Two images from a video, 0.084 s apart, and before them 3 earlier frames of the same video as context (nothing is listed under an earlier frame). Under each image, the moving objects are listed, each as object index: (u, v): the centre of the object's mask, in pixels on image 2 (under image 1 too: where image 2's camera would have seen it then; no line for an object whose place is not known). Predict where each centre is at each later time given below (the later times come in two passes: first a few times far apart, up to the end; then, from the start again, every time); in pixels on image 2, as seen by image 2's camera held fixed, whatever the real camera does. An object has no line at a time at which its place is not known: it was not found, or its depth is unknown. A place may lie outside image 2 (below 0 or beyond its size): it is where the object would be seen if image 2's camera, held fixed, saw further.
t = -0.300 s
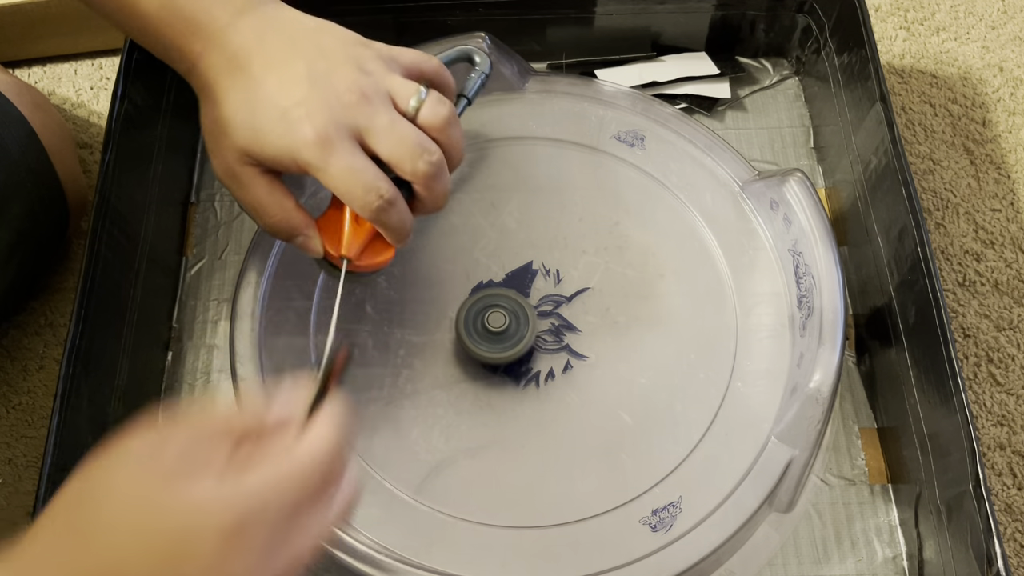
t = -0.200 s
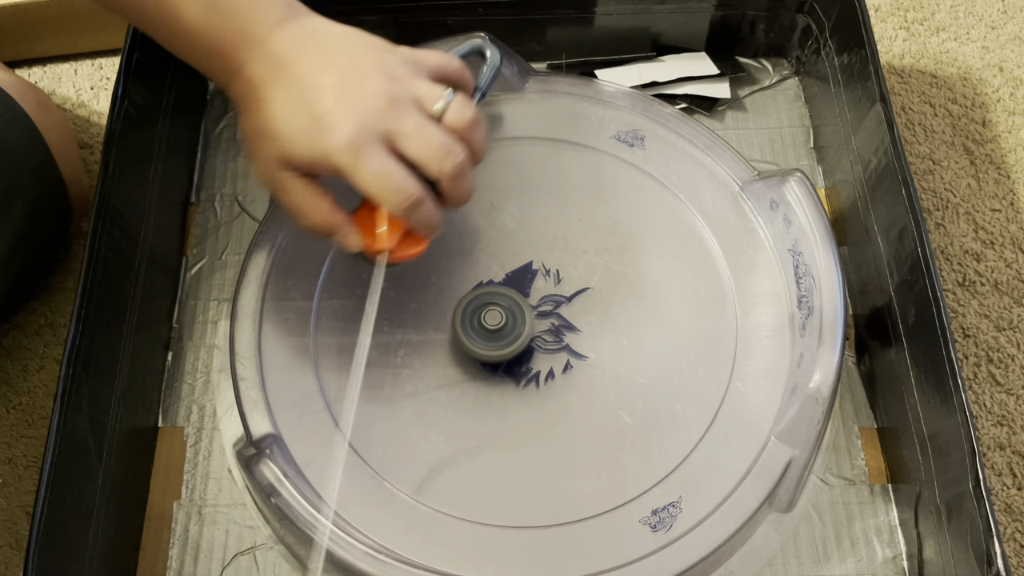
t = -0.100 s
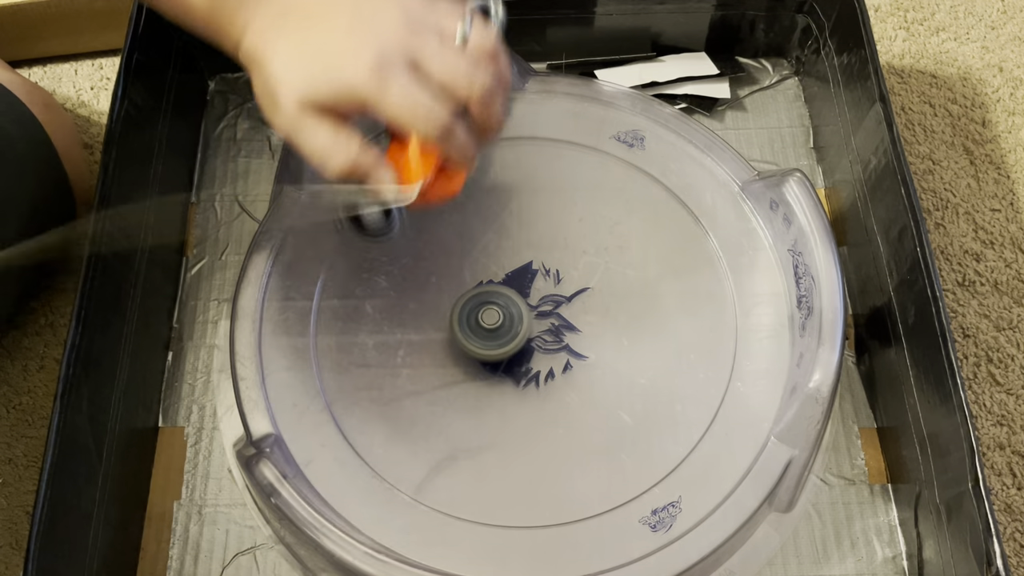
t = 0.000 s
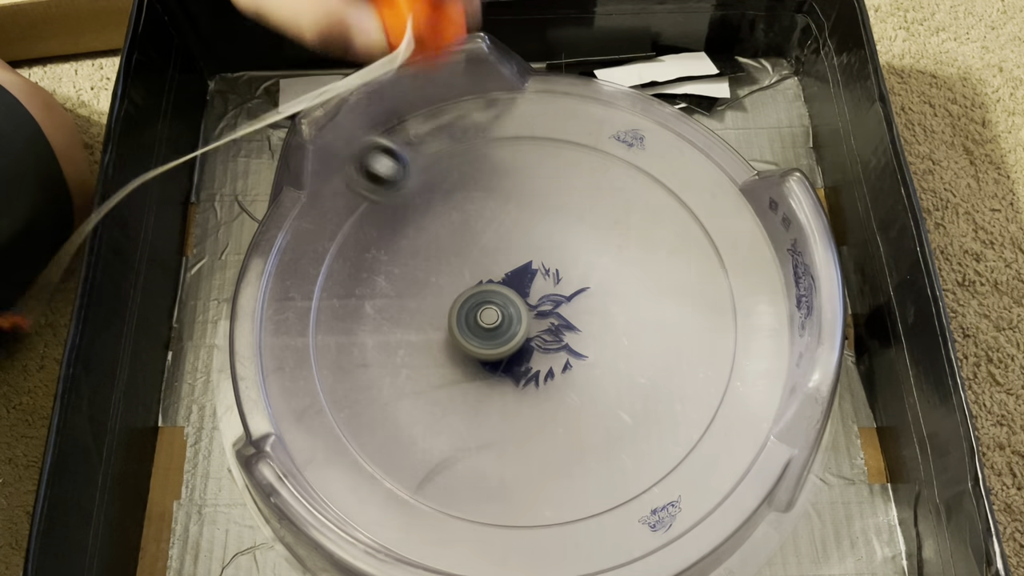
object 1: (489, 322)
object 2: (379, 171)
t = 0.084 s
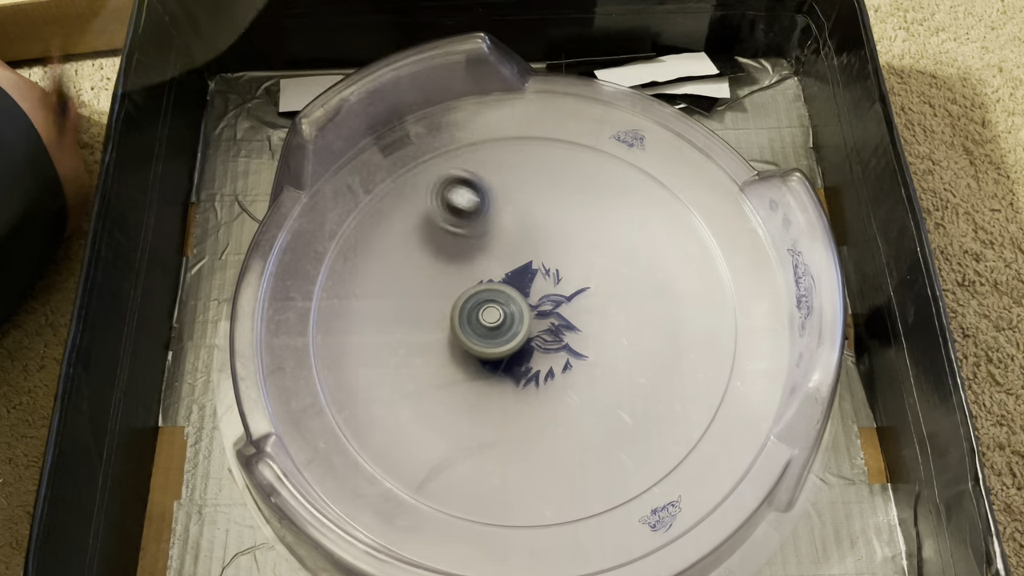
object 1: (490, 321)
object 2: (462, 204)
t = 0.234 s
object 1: (494, 319)
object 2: (573, 208)
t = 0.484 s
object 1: (496, 311)
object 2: (571, 99)
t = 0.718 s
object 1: (496, 304)
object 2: (531, 141)
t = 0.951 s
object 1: (498, 301)
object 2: (630, 177)
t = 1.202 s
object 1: (505, 296)
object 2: (653, 187)
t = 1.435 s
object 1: (504, 292)
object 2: (638, 201)
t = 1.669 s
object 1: (496, 301)
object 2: (603, 294)
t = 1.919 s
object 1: (508, 323)
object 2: (701, 280)
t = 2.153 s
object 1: (511, 315)
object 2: (625, 265)
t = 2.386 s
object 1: (368, 408)
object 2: (630, 230)
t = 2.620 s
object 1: (478, 467)
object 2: (615, 368)
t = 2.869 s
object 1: (601, 387)
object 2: (691, 313)
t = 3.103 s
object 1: (546, 299)
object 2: (545, 229)
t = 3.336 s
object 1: (488, 268)
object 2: (390, 340)
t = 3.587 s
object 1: (430, 283)
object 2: (667, 392)
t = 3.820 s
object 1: (445, 316)
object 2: (572, 156)
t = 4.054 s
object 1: (480, 306)
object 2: (341, 305)
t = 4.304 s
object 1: (496, 282)
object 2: (591, 489)
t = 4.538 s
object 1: (495, 269)
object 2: (697, 245)
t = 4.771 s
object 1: (503, 270)
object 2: (441, 167)
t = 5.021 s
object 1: (517, 271)
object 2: (372, 426)
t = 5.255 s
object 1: (530, 275)
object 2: (665, 421)
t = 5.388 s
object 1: (539, 277)
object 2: (687, 260)
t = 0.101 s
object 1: (490, 321)
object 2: (475, 209)
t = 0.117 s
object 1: (491, 321)
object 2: (490, 215)
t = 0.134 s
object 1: (491, 320)
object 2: (505, 214)
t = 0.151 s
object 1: (492, 320)
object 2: (517, 217)
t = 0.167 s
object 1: (492, 320)
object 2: (531, 217)
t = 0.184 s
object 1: (493, 319)
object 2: (542, 216)
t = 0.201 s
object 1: (493, 319)
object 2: (554, 216)
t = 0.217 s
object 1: (494, 319)
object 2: (563, 212)
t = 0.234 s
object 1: (494, 319)
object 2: (573, 208)
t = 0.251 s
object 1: (494, 319)
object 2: (582, 202)
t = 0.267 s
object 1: (494, 318)
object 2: (590, 193)
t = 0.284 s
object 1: (494, 317)
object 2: (596, 184)
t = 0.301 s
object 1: (495, 317)
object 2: (601, 173)
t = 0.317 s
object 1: (495, 316)
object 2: (604, 165)
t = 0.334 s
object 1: (495, 316)
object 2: (609, 151)
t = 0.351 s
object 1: (495, 315)
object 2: (606, 139)
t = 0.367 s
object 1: (496, 314)
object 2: (600, 133)
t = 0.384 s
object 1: (495, 314)
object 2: (593, 128)
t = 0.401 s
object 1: (496, 313)
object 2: (587, 126)
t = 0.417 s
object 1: (496, 313)
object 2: (581, 126)
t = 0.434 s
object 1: (496, 312)
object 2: (579, 122)
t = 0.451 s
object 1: (496, 312)
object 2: (575, 113)
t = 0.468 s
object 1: (496, 311)
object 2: (573, 106)
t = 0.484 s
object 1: (496, 311)
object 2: (571, 99)
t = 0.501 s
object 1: (496, 310)
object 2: (571, 91)
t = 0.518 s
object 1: (496, 309)
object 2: (567, 83)
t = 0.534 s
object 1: (496, 308)
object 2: (561, 80)
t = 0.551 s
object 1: (496, 308)
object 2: (555, 79)
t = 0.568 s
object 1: (496, 308)
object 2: (550, 82)
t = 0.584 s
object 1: (496, 307)
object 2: (541, 86)
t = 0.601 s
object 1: (496, 307)
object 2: (534, 89)
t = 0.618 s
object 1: (496, 306)
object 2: (530, 95)
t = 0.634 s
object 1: (496, 306)
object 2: (526, 103)
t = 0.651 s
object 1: (496, 305)
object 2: (526, 109)
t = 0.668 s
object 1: (496, 305)
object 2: (526, 117)
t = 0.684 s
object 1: (496, 305)
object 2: (527, 125)
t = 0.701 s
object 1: (496, 304)
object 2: (529, 132)
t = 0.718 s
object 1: (496, 304)
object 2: (531, 141)
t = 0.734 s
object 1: (497, 304)
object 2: (535, 146)
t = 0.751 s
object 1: (497, 304)
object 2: (540, 152)
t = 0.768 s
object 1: (497, 303)
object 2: (544, 157)
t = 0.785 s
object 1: (497, 303)
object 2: (550, 162)
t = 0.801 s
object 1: (497, 303)
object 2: (557, 167)
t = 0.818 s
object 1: (497, 303)
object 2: (564, 171)
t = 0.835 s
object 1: (497, 302)
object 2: (573, 174)
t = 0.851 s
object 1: (497, 302)
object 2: (581, 176)
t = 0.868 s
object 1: (497, 302)
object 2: (589, 178)
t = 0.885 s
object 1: (497, 302)
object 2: (598, 179)
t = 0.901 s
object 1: (497, 302)
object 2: (606, 180)
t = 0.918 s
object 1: (498, 301)
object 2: (614, 180)
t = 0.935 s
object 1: (498, 301)
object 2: (622, 179)
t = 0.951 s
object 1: (498, 301)
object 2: (630, 177)
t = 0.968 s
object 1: (499, 301)
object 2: (638, 174)
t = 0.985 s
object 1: (499, 301)
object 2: (646, 170)
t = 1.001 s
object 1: (500, 301)
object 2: (648, 169)
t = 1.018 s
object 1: (500, 301)
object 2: (645, 172)
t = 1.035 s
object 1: (501, 301)
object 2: (641, 178)
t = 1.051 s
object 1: (501, 300)
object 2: (639, 182)
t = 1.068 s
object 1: (502, 300)
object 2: (638, 184)
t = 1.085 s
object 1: (502, 300)
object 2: (638, 186)
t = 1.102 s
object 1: (503, 300)
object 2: (638, 188)
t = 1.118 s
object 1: (503, 299)
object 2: (639, 189)
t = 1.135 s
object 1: (504, 299)
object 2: (641, 190)
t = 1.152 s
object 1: (504, 298)
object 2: (643, 190)
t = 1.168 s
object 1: (505, 297)
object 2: (646, 190)
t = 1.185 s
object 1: (505, 297)
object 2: (649, 189)
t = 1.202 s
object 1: (505, 296)
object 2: (653, 187)
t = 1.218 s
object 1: (505, 296)
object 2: (657, 185)
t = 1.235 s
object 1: (506, 295)
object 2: (662, 183)
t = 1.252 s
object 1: (506, 295)
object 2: (663, 181)
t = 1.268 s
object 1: (506, 294)
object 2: (657, 183)
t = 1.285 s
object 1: (505, 294)
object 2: (649, 187)
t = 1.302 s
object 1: (505, 293)
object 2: (646, 189)
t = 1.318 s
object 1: (505, 293)
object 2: (643, 191)
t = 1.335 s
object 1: (504, 292)
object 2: (640, 192)
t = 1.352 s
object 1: (504, 292)
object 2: (639, 194)
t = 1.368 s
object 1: (504, 292)
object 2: (638, 195)
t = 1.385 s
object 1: (504, 292)
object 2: (638, 197)
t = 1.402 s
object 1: (504, 292)
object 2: (638, 198)
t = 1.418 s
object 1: (504, 292)
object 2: (638, 199)
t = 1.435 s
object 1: (504, 292)
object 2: (638, 201)
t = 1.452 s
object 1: (504, 292)
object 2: (637, 203)
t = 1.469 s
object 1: (504, 293)
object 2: (635, 204)
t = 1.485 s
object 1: (504, 293)
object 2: (633, 207)
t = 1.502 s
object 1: (504, 293)
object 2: (628, 210)
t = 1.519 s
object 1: (504, 294)
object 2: (623, 212)
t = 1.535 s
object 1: (504, 294)
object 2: (616, 216)
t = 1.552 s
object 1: (505, 295)
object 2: (608, 222)
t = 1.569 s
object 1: (505, 295)
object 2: (601, 229)
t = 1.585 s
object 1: (506, 296)
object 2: (595, 237)
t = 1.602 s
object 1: (506, 296)
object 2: (589, 249)
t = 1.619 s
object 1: (507, 296)
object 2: (584, 261)
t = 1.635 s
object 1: (507, 297)
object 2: (583, 272)
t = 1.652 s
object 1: (501, 299)
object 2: (592, 283)
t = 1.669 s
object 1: (496, 301)
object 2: (603, 294)
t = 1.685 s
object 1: (493, 303)
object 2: (614, 304)
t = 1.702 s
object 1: (491, 305)
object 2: (626, 311)
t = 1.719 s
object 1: (490, 307)
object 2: (638, 319)
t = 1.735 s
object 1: (490, 309)
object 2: (653, 326)
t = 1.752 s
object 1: (491, 311)
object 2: (665, 329)
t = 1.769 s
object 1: (492, 313)
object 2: (679, 332)
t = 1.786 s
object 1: (493, 314)
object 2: (693, 333)
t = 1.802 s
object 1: (495, 316)
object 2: (707, 333)
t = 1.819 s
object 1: (497, 317)
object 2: (721, 331)
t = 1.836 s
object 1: (498, 318)
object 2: (731, 325)
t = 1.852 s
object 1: (500, 319)
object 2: (726, 312)
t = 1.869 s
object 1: (502, 320)
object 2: (720, 301)
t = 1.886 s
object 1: (504, 321)
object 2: (715, 293)
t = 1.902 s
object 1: (506, 322)
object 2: (707, 286)
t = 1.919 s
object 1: (508, 323)
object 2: (701, 280)
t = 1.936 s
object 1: (510, 323)
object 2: (697, 274)
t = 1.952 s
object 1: (513, 323)
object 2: (693, 270)
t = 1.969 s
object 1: (515, 323)
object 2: (689, 266)
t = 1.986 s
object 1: (518, 323)
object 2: (685, 263)
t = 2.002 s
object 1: (521, 322)
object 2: (681, 261)
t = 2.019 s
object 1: (523, 321)
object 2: (676, 260)
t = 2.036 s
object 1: (525, 319)
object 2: (669, 258)
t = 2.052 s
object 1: (527, 318)
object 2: (662, 257)
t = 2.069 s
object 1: (528, 316)
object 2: (653, 257)
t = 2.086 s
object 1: (530, 314)
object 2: (642, 258)
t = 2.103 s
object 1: (531, 313)
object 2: (631, 260)
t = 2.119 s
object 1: (532, 311)
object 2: (618, 264)
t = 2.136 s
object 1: (532, 310)
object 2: (607, 269)
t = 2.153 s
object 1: (511, 315)
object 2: (625, 265)
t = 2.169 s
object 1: (485, 321)
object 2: (650, 258)
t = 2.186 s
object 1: (460, 327)
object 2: (672, 249)
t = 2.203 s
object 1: (432, 333)
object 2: (690, 242)
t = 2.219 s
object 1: (410, 338)
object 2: (703, 235)
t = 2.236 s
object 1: (393, 344)
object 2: (705, 228)
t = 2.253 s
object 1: (381, 349)
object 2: (695, 223)
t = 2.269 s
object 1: (371, 354)
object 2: (684, 219)
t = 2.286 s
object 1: (363, 362)
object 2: (674, 218)
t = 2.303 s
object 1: (359, 369)
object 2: (663, 219)
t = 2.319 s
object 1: (358, 376)
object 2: (656, 220)
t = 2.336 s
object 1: (359, 384)
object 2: (649, 222)
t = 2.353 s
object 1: (361, 392)
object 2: (642, 224)
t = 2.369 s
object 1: (364, 400)
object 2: (635, 227)
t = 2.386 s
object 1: (368, 408)
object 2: (630, 230)
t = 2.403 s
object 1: (373, 416)
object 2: (623, 235)
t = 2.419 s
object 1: (379, 423)
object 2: (617, 240)
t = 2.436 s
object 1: (386, 430)
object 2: (610, 248)
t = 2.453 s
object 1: (393, 437)
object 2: (605, 256)
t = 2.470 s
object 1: (400, 443)
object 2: (601, 265)
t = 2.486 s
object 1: (408, 448)
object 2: (597, 277)
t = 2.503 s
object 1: (416, 453)
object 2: (593, 289)
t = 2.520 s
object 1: (425, 457)
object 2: (592, 300)
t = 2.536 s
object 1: (434, 460)
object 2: (592, 313)
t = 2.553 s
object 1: (443, 463)
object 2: (593, 324)
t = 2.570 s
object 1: (451, 465)
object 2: (596, 335)
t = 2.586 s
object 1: (460, 467)
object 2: (602, 348)
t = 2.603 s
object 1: (469, 467)
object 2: (609, 359)
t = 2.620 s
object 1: (478, 467)
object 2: (615, 368)
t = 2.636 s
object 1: (490, 466)
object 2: (625, 378)
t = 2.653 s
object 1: (500, 465)
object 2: (635, 385)
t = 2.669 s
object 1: (511, 463)
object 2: (645, 390)
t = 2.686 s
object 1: (521, 460)
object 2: (656, 395)
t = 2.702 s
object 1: (532, 457)
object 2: (669, 397)
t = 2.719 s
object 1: (542, 454)
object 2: (682, 398)
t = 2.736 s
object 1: (552, 449)
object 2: (696, 398)
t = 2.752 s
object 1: (562, 443)
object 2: (710, 396)
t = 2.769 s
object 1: (570, 437)
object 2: (712, 382)
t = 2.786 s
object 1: (578, 429)
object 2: (711, 367)
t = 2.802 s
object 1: (584, 421)
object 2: (708, 353)
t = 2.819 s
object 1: (590, 412)
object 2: (704, 341)
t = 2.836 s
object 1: (594, 403)
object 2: (701, 330)
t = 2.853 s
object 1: (598, 396)
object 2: (697, 321)
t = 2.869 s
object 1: (601, 387)
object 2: (691, 313)
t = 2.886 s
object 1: (603, 378)
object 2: (684, 307)
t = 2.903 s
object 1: (605, 369)
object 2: (677, 300)
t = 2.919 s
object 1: (604, 359)
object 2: (666, 293)
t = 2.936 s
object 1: (603, 350)
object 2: (653, 287)
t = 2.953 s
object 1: (599, 344)
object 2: (647, 274)
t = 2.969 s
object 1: (591, 337)
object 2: (642, 261)
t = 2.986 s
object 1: (583, 333)
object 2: (638, 249)
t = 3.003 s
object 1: (575, 330)
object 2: (630, 240)
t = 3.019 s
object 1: (571, 324)
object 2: (619, 233)
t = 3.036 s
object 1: (565, 318)
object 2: (606, 228)
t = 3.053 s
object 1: (559, 313)
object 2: (592, 224)
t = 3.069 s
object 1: (555, 308)
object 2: (577, 224)
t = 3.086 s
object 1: (551, 303)
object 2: (562, 226)
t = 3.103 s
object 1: (546, 299)
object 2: (545, 229)
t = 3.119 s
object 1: (543, 296)
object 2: (529, 226)
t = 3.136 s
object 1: (540, 296)
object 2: (513, 221)
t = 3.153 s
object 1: (537, 294)
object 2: (498, 217)
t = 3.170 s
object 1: (533, 291)
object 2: (482, 216)
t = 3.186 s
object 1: (528, 289)
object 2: (469, 219)
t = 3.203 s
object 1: (523, 286)
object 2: (456, 222)
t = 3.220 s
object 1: (519, 283)
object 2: (443, 229)
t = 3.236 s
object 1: (514, 279)
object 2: (429, 239)
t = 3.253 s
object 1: (510, 276)
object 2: (417, 251)
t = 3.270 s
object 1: (505, 274)
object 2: (407, 265)
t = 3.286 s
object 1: (501, 271)
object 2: (398, 282)
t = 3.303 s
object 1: (497, 270)
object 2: (392, 300)
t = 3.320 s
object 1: (493, 268)
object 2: (389, 319)
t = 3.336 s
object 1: (488, 268)
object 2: (390, 340)
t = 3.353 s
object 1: (483, 267)
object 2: (395, 358)
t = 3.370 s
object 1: (477, 267)
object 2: (402, 376)
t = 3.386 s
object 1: (472, 267)
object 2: (412, 392)
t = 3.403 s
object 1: (467, 266)
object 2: (426, 409)
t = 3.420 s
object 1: (462, 265)
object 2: (445, 425)
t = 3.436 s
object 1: (458, 265)
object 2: (466, 437)
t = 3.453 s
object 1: (454, 266)
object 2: (489, 446)
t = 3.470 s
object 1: (450, 268)
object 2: (513, 452)
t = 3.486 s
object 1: (447, 269)
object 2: (539, 454)
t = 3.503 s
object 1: (443, 271)
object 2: (565, 451)
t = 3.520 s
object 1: (440, 272)
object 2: (591, 445)
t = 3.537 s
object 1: (436, 275)
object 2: (612, 437)
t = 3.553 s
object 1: (434, 277)
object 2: (633, 424)
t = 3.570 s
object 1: (432, 280)
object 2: (652, 408)
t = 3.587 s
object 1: (430, 283)
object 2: (667, 392)
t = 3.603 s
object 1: (428, 286)
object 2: (680, 372)
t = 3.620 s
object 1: (427, 289)
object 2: (689, 352)
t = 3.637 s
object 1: (426, 292)
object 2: (696, 330)
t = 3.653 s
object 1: (426, 295)
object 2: (697, 308)
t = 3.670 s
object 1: (426, 298)
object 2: (696, 287)
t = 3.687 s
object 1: (427, 301)
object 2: (692, 266)
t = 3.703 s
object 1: (429, 303)
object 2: (685, 247)
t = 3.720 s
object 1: (431, 306)
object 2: (676, 228)
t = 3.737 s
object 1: (433, 309)
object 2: (662, 211)
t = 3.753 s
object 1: (435, 311)
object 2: (648, 195)
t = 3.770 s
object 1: (437, 313)
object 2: (631, 181)
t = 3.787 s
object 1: (440, 315)
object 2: (613, 171)
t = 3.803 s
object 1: (442, 316)
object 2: (594, 163)
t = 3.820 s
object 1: (445, 316)
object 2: (572, 156)
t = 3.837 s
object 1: (448, 316)
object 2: (551, 153)
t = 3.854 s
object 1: (452, 316)
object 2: (530, 152)
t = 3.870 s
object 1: (455, 316)
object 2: (509, 153)
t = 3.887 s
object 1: (458, 316)
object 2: (487, 157)
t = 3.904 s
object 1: (461, 316)
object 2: (465, 163)
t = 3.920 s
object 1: (463, 315)
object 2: (445, 171)
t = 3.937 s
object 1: (465, 314)
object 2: (425, 182)
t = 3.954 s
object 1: (468, 313)
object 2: (407, 194)
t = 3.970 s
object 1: (471, 312)
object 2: (390, 211)
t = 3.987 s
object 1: (473, 310)
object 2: (376, 226)
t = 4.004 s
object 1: (475, 309)
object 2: (363, 244)
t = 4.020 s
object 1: (478, 308)
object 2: (353, 264)
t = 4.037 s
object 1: (479, 307)
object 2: (345, 284)
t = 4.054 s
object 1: (480, 306)
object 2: (341, 305)
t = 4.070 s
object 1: (482, 304)
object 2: (340, 327)
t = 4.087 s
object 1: (484, 302)
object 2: (341, 347)
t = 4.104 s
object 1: (487, 300)
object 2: (346, 370)
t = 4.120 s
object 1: (489, 299)
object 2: (354, 391)
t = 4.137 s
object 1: (491, 298)
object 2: (366, 410)
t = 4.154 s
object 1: (492, 297)
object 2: (380, 430)
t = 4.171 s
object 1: (492, 295)
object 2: (397, 448)
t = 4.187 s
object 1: (492, 294)
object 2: (417, 464)
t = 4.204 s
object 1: (494, 292)
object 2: (440, 478)
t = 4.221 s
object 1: (495, 290)
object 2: (464, 489)
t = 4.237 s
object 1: (496, 287)
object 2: (488, 495)
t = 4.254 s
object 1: (497, 286)
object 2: (514, 499)
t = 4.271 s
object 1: (497, 285)
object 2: (541, 498)
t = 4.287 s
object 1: (497, 284)
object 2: (567, 496)
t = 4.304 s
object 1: (496, 282)
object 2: (591, 489)
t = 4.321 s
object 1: (496, 280)
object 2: (614, 481)
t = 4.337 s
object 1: (496, 278)
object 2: (635, 470)
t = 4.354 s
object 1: (496, 276)
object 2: (652, 457)
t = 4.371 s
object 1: (496, 275)
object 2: (668, 443)
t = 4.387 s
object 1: (496, 274)
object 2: (683, 426)
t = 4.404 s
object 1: (496, 273)
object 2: (696, 407)
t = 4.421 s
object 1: (496, 272)
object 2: (705, 389)
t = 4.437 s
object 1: (495, 271)
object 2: (712, 369)
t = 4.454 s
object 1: (495, 271)
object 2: (716, 349)
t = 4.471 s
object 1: (495, 270)
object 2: (717, 325)
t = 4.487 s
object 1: (495, 270)
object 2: (716, 303)
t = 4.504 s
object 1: (495, 269)
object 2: (711, 282)
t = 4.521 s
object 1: (495, 269)
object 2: (705, 263)
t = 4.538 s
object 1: (495, 269)
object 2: (697, 245)
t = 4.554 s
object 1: (495, 268)
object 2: (688, 229)
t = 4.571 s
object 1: (495, 268)
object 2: (676, 213)
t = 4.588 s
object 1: (495, 267)
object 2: (660, 197)
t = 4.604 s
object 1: (496, 267)
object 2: (644, 183)
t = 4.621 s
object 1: (497, 268)
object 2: (627, 172)
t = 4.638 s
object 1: (497, 268)
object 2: (608, 162)
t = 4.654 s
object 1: (498, 269)
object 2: (588, 156)
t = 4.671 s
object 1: (498, 269)
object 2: (568, 151)
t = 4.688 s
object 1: (498, 269)
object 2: (546, 149)
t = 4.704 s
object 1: (499, 269)
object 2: (526, 148)
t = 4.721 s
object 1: (500, 268)
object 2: (505, 150)
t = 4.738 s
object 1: (501, 269)
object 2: (483, 153)
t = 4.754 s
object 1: (502, 269)
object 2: (461, 159)
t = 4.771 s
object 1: (503, 270)
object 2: (441, 167)
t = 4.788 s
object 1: (503, 270)
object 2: (422, 176)
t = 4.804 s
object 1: (503, 270)
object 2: (405, 188)
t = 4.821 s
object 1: (504, 269)
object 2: (388, 202)
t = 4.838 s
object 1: (505, 269)
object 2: (373, 216)
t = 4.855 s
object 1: (508, 269)
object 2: (361, 233)
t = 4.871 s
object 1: (509, 270)
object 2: (349, 251)
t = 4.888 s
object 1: (510, 270)
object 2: (341, 270)
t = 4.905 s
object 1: (510, 271)
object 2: (335, 289)
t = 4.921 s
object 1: (511, 271)
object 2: (331, 308)
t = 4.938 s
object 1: (511, 271)
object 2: (331, 328)
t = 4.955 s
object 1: (512, 271)
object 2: (332, 349)
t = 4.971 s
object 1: (513, 270)
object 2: (338, 367)
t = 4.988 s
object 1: (515, 270)
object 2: (347, 388)
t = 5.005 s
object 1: (516, 270)
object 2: (360, 410)
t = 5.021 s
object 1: (517, 271)
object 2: (372, 426)
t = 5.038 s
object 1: (518, 271)
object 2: (389, 442)
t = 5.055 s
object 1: (519, 271)
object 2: (407, 456)
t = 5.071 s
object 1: (519, 271)
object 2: (427, 469)
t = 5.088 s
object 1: (520, 271)
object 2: (449, 479)
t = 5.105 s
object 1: (521, 272)
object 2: (472, 486)
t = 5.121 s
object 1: (523, 272)
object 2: (497, 490)
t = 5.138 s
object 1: (523, 272)
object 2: (523, 491)
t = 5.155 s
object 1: (524, 272)
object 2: (546, 488)
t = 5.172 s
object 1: (525, 273)
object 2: (572, 483)
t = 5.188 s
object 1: (526, 273)
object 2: (594, 475)
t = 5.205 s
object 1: (527, 274)
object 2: (614, 465)
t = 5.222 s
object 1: (528, 274)
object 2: (634, 452)
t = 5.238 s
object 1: (529, 275)
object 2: (651, 437)
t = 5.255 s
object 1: (530, 275)
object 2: (665, 421)
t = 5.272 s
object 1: (531, 276)
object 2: (678, 400)
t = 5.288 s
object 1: (532, 276)
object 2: (686, 384)
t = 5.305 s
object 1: (533, 276)
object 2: (693, 361)
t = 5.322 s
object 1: (535, 277)
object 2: (697, 341)
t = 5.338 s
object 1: (535, 277)
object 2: (698, 319)
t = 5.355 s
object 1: (536, 277)
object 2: (697, 299)
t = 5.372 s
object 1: (537, 277)
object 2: (693, 278)
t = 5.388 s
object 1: (539, 277)
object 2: (687, 260)
